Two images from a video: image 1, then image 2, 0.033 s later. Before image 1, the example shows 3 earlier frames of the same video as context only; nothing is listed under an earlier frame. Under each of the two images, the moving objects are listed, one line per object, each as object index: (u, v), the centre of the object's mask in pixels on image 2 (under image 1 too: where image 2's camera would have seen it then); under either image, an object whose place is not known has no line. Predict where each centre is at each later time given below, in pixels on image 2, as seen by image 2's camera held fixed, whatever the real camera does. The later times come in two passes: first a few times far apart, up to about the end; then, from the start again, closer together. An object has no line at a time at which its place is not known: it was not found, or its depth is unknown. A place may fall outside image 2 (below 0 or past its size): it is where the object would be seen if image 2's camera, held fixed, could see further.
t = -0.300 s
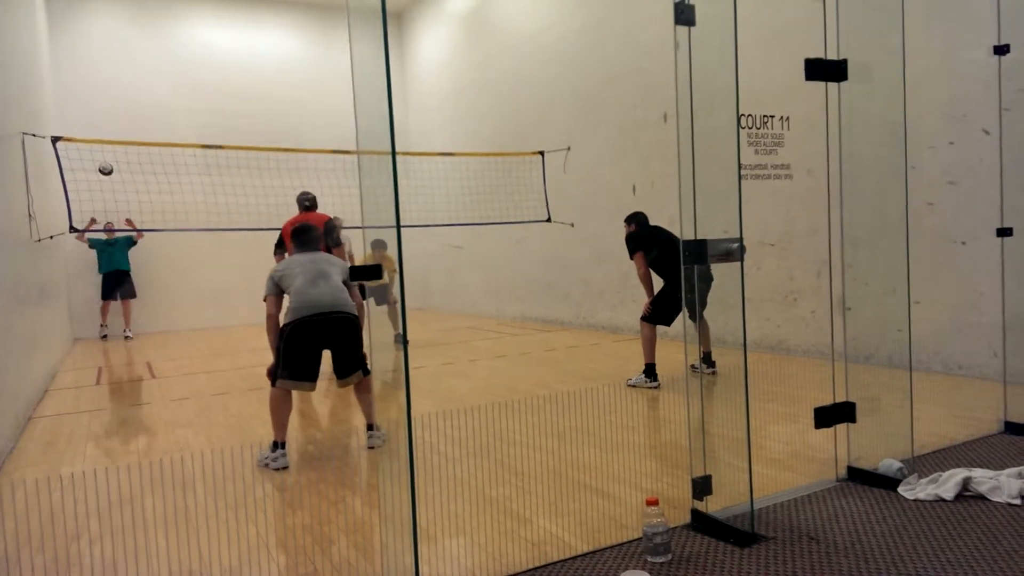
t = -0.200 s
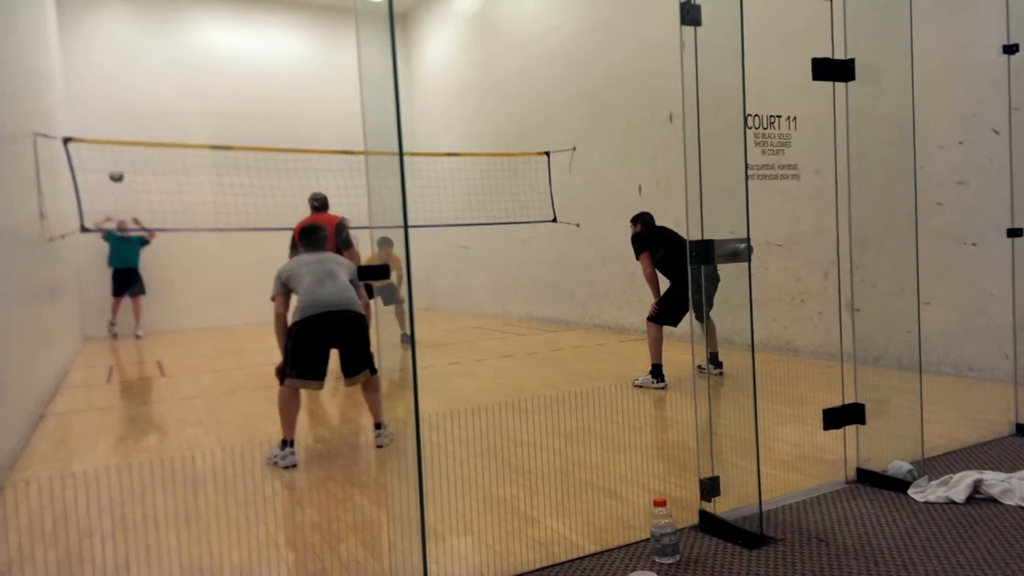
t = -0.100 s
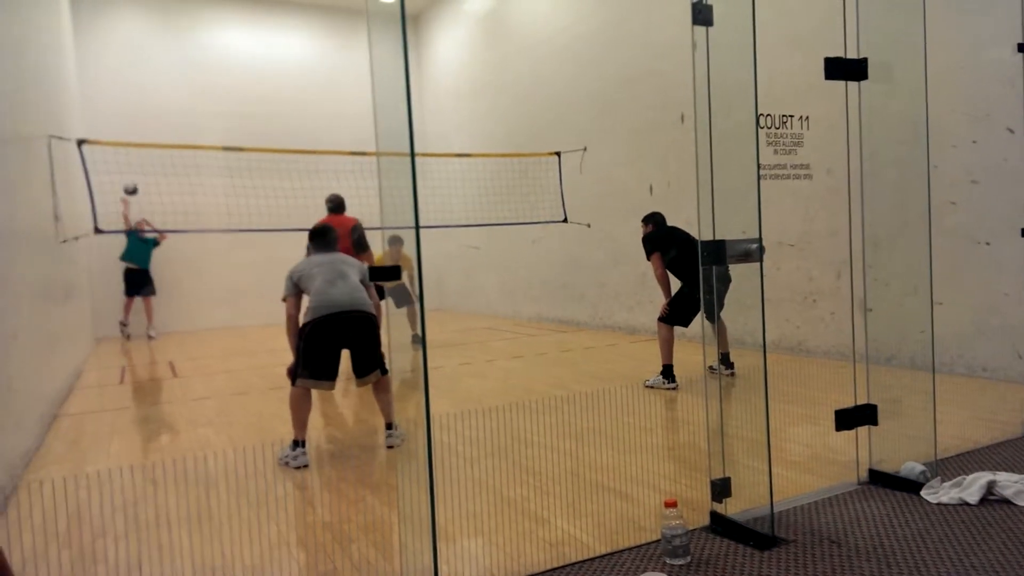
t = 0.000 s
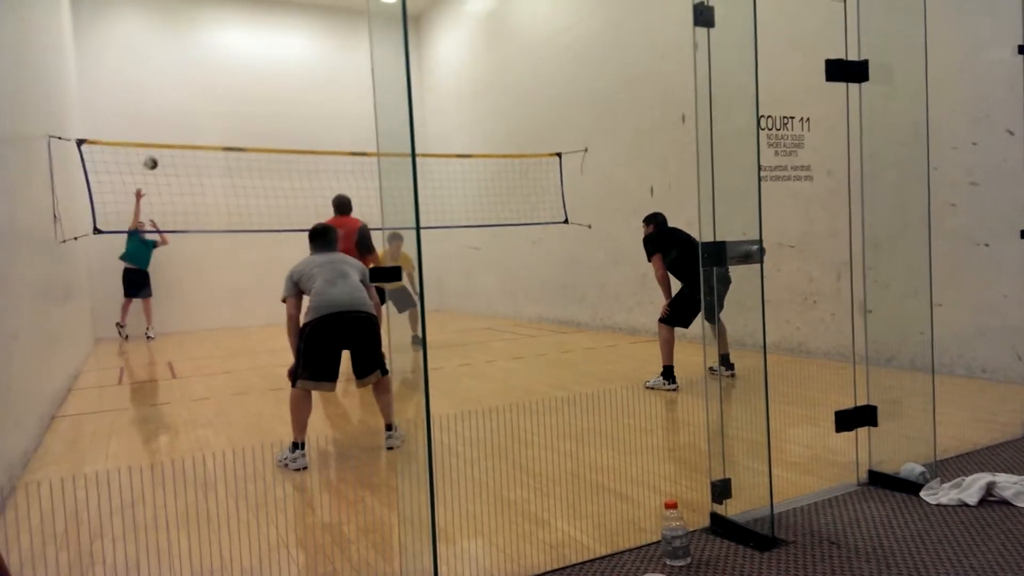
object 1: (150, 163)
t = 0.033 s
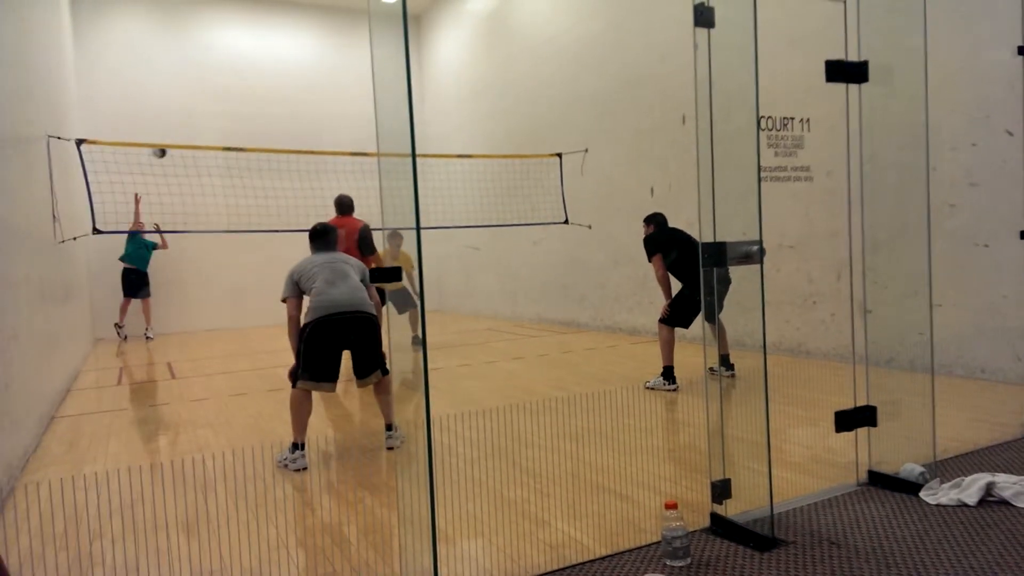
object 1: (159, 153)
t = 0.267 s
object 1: (233, 77)
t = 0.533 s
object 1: (334, 23)
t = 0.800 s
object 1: (471, 25)
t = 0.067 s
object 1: (168, 139)
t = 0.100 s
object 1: (178, 129)
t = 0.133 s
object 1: (189, 118)
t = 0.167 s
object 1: (199, 108)
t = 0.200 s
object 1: (210, 98)
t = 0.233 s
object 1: (220, 87)
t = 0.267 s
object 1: (233, 77)
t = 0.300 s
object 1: (243, 67)
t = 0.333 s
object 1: (255, 58)
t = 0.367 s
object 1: (267, 51)
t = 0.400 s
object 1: (280, 43)
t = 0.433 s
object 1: (293, 37)
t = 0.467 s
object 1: (307, 31)
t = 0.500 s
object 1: (320, 26)
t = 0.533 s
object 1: (334, 23)
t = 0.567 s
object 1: (349, 20)
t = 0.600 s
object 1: (364, 18)
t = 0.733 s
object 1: (433, 16)
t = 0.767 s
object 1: (451, 20)
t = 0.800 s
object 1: (471, 25)
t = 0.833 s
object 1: (491, 31)
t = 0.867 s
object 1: (511, 39)
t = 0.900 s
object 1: (533, 48)
